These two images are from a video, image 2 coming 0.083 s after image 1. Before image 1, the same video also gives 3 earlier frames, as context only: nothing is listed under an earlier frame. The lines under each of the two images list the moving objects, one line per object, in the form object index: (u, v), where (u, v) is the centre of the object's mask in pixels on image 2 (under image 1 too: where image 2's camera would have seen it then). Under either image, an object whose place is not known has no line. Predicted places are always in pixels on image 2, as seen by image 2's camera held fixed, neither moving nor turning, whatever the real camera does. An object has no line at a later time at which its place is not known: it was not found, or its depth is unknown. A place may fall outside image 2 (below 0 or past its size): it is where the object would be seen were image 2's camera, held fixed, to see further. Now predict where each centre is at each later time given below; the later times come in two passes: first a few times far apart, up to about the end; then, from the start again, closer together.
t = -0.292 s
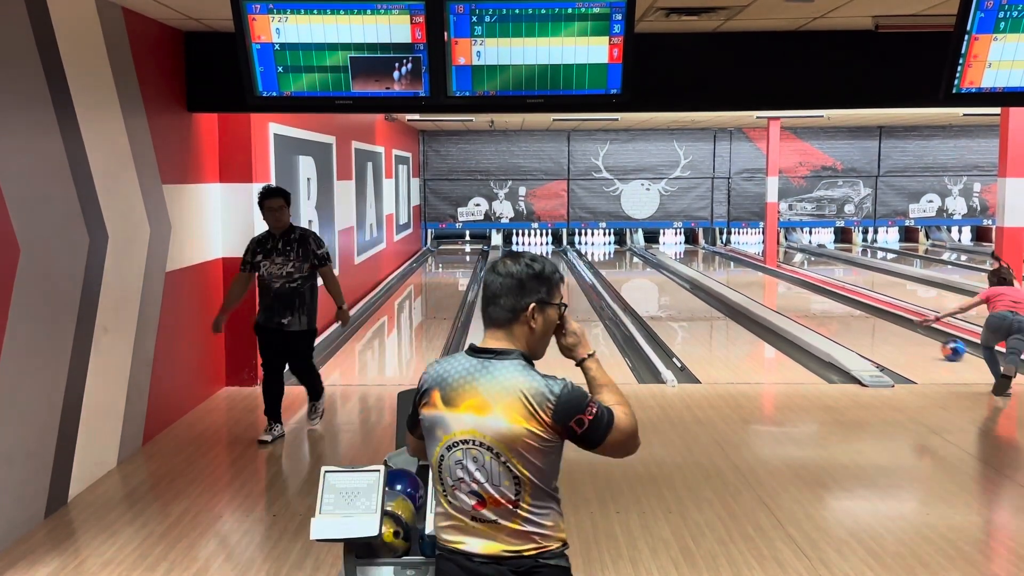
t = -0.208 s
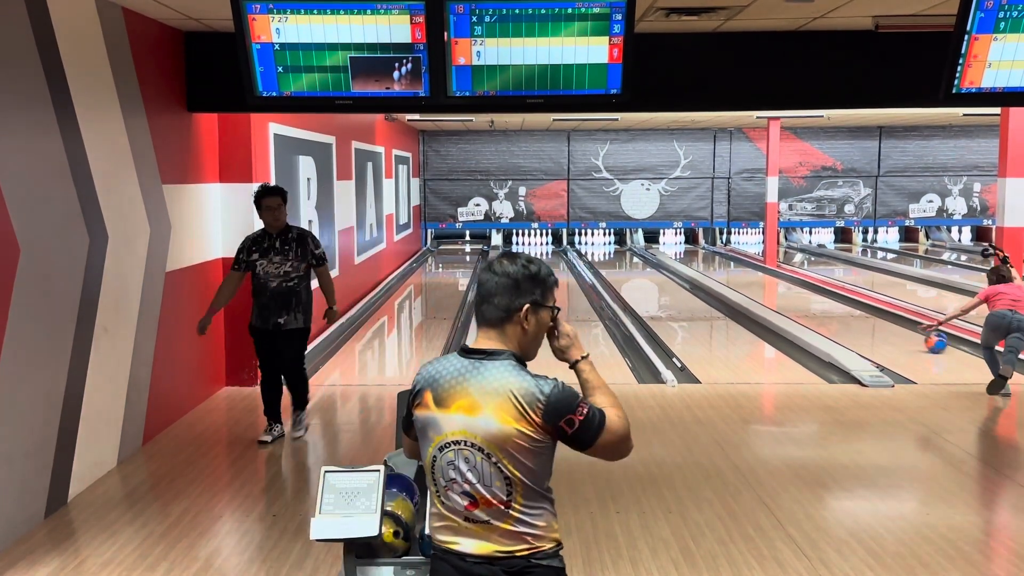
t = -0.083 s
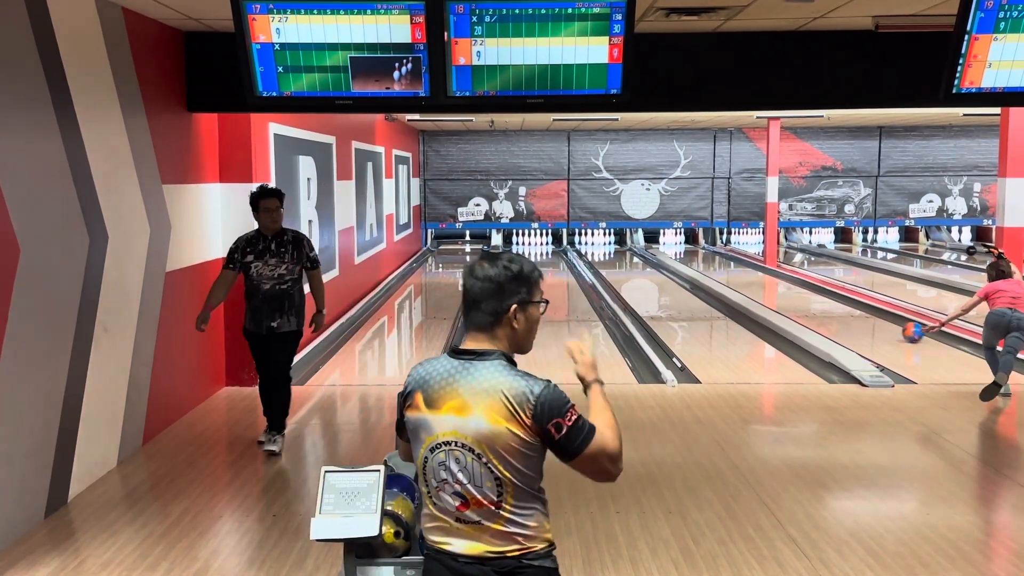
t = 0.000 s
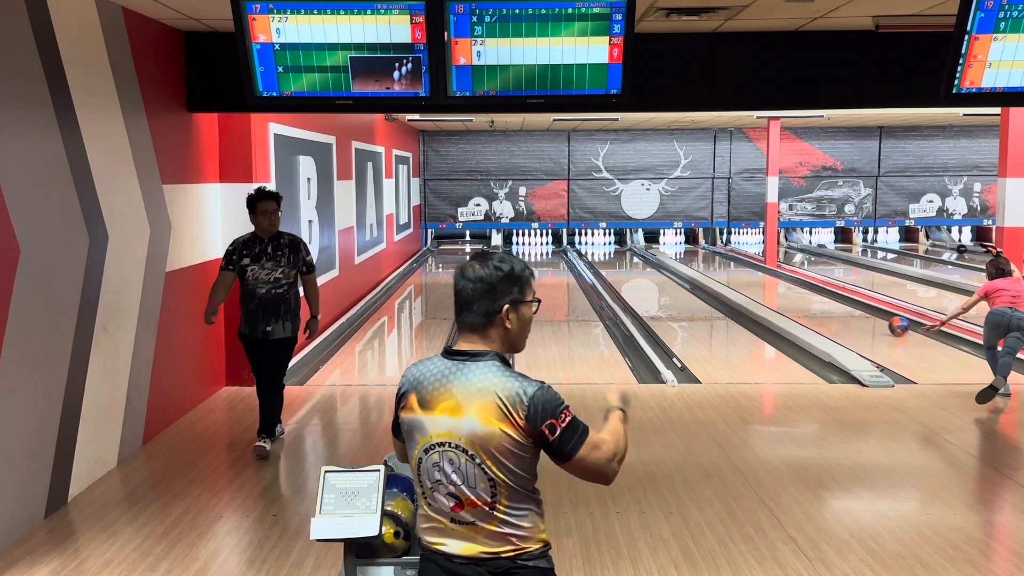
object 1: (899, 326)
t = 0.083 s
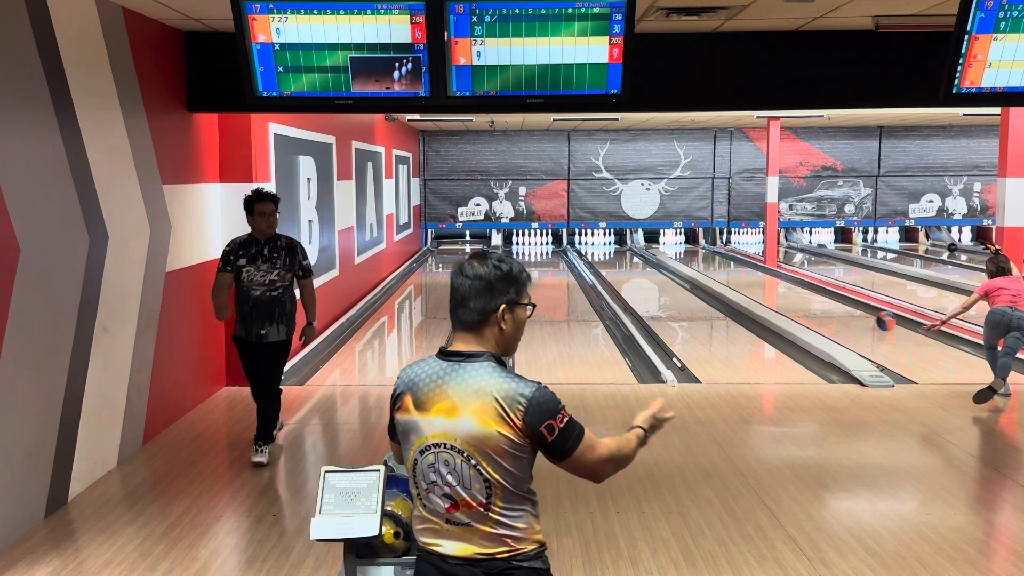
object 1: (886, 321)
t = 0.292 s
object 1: (857, 309)
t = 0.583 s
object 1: (824, 295)
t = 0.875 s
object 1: (797, 284)
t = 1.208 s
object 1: (773, 275)
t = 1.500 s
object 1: (754, 268)
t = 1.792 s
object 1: (740, 262)
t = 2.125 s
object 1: (725, 256)
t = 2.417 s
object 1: (713, 252)
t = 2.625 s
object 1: (706, 250)
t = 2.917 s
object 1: (695, 246)
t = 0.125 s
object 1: (880, 319)
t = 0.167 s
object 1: (874, 316)
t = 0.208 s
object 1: (868, 314)
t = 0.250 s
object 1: (863, 311)
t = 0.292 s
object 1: (857, 309)
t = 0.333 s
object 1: (852, 307)
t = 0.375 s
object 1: (847, 305)
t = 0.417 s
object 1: (842, 303)
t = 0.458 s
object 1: (837, 301)
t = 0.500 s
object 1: (833, 299)
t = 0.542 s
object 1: (828, 297)
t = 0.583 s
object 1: (824, 295)
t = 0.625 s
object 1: (820, 294)
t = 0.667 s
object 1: (816, 292)
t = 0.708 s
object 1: (812, 291)
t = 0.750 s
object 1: (808, 289)
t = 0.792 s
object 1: (804, 288)
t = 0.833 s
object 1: (801, 286)
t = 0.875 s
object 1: (797, 284)
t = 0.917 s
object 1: (794, 283)
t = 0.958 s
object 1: (791, 282)
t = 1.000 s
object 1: (787, 280)
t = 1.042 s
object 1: (783, 279)
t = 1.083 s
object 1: (781, 278)
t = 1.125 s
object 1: (779, 277)
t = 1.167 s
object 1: (775, 276)
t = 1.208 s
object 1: (773, 275)
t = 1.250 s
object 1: (770, 273)
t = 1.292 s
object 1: (768, 272)
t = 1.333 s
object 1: (765, 271)
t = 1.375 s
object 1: (762, 270)
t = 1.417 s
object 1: (760, 269)
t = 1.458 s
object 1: (757, 268)
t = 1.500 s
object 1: (754, 268)
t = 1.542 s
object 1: (753, 267)
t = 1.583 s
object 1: (751, 266)
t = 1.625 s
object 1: (748, 265)
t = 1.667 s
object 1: (745, 263)
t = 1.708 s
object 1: (744, 263)
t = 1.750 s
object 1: (741, 262)
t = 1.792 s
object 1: (740, 262)
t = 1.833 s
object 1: (738, 261)
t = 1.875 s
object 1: (736, 260)
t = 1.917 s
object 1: (734, 258)
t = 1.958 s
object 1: (732, 259)
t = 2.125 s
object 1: (725, 256)
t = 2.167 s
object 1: (723, 255)
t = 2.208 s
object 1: (721, 255)
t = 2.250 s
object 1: (720, 254)
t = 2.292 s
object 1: (719, 254)
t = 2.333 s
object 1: (717, 253)
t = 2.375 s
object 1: (715, 252)
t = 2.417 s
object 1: (713, 252)
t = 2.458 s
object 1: (712, 251)
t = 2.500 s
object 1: (711, 251)
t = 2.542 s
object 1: (709, 250)
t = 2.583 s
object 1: (708, 250)
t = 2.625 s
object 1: (706, 250)
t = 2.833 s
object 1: (700, 247)
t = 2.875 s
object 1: (697, 247)
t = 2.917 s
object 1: (695, 246)
